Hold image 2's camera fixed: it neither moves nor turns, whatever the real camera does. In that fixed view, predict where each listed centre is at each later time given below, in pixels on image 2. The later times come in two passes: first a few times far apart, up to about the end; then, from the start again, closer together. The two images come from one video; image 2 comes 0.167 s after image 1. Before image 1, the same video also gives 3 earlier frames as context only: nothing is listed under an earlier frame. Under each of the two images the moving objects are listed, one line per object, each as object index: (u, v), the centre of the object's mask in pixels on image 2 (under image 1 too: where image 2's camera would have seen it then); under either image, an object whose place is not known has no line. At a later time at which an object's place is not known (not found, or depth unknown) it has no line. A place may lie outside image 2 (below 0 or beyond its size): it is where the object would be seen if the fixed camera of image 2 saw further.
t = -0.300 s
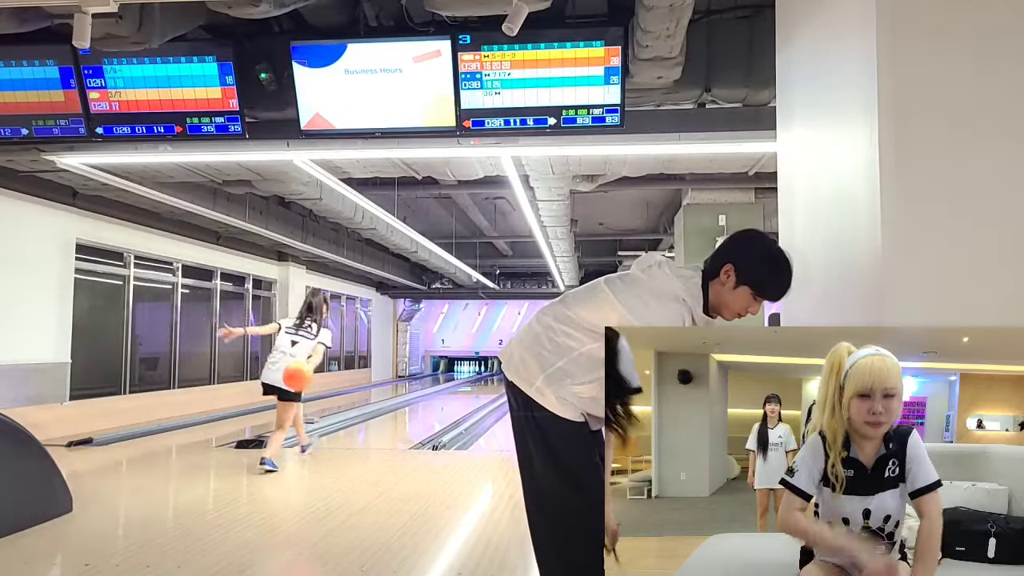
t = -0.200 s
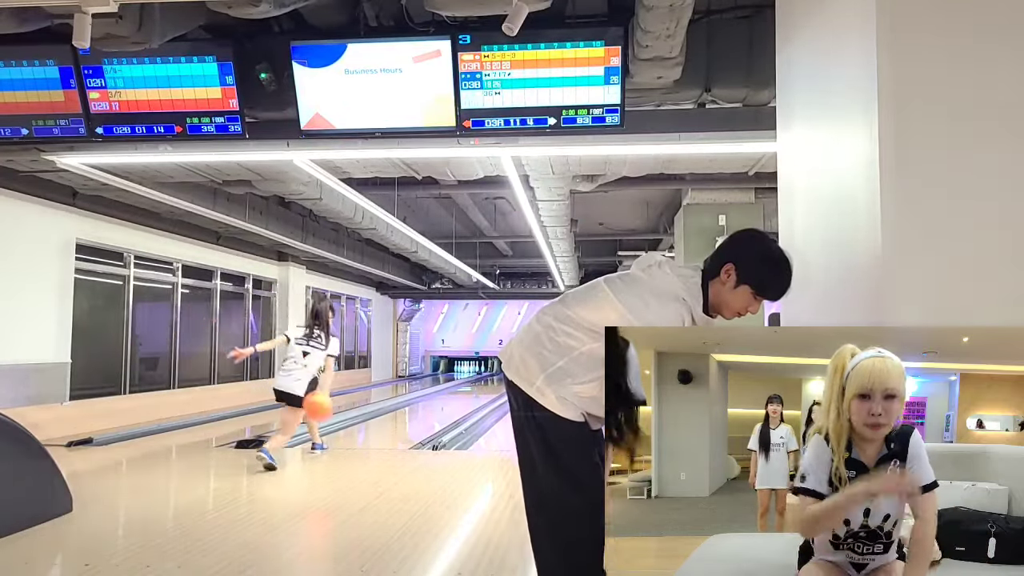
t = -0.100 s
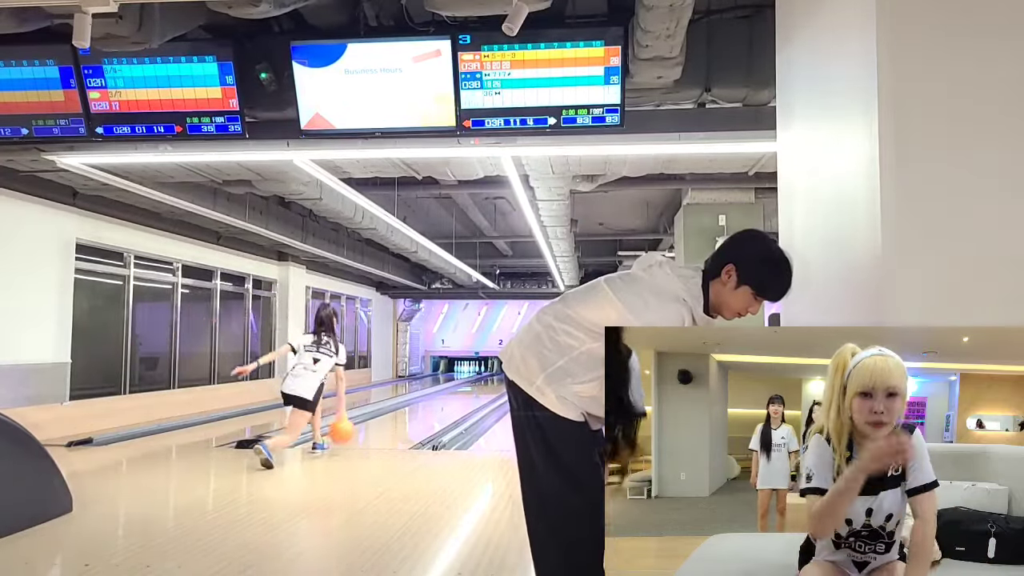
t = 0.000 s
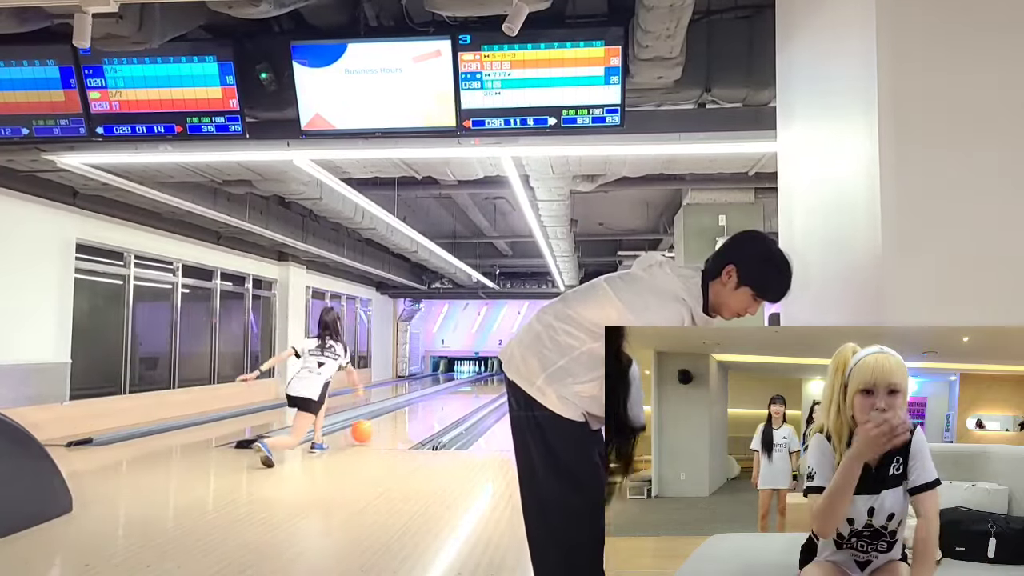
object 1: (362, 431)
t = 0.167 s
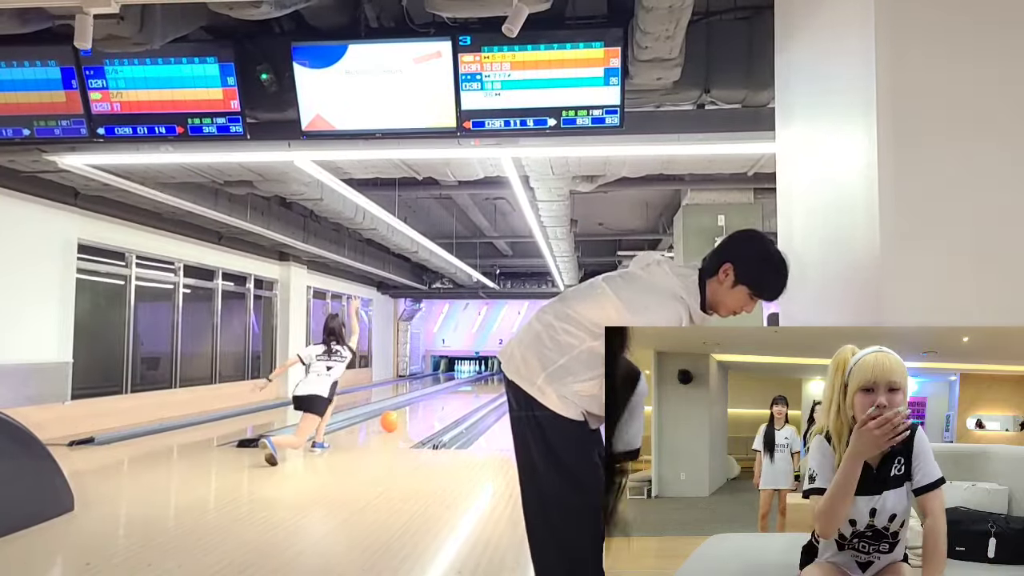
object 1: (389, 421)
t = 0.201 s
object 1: (394, 419)
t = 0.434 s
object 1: (421, 408)
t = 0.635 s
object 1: (438, 402)
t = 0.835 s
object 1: (452, 396)
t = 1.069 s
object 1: (465, 390)
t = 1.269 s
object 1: (474, 387)
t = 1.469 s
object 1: (481, 384)
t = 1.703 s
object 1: (488, 381)
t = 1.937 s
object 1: (496, 378)
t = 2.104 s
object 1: (499, 377)
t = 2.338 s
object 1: (503, 375)
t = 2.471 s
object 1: (506, 373)
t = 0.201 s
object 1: (394, 419)
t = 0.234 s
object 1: (399, 417)
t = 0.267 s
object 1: (402, 416)
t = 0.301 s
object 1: (406, 414)
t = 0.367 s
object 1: (414, 411)
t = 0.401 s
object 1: (417, 410)
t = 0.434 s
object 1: (421, 408)
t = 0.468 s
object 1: (424, 407)
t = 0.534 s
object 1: (430, 405)
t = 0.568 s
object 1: (433, 403)
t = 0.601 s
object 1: (436, 403)
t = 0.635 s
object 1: (438, 402)
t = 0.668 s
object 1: (441, 400)
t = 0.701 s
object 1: (443, 399)
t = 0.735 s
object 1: (446, 399)
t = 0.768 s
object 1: (448, 398)
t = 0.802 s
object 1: (450, 397)
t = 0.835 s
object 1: (452, 396)
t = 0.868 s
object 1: (454, 395)
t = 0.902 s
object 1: (455, 394)
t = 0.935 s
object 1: (457, 393)
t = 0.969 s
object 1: (459, 393)
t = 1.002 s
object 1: (461, 392)
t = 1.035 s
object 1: (463, 391)
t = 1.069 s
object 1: (465, 390)
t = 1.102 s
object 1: (466, 390)
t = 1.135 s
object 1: (468, 389)
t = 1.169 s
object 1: (469, 389)
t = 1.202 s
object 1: (470, 388)
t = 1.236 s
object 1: (472, 388)
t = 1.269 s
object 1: (474, 387)
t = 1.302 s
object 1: (475, 386)
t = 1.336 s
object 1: (476, 386)
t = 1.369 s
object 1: (477, 385)
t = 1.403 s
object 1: (479, 385)
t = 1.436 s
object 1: (480, 384)
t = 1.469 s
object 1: (481, 384)
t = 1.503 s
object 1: (482, 383)
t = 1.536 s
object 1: (483, 383)
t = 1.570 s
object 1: (484, 382)
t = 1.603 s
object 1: (485, 382)
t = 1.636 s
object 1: (487, 382)
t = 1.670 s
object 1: (487, 381)
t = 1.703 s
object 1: (488, 381)
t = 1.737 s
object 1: (491, 380)
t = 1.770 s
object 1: (491, 380)
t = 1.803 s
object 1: (492, 379)
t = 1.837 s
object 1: (493, 379)
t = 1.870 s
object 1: (494, 378)
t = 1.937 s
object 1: (496, 378)
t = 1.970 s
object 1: (497, 377)
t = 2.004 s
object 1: (497, 377)
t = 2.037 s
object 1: (497, 377)
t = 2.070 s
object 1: (499, 377)
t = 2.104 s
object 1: (499, 377)
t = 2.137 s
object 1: (500, 377)
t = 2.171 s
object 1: (500, 376)
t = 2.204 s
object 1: (501, 376)
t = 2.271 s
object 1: (503, 375)
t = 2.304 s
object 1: (503, 375)
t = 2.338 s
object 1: (503, 375)
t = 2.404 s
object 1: (506, 374)
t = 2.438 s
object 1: (506, 373)
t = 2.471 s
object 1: (506, 373)
